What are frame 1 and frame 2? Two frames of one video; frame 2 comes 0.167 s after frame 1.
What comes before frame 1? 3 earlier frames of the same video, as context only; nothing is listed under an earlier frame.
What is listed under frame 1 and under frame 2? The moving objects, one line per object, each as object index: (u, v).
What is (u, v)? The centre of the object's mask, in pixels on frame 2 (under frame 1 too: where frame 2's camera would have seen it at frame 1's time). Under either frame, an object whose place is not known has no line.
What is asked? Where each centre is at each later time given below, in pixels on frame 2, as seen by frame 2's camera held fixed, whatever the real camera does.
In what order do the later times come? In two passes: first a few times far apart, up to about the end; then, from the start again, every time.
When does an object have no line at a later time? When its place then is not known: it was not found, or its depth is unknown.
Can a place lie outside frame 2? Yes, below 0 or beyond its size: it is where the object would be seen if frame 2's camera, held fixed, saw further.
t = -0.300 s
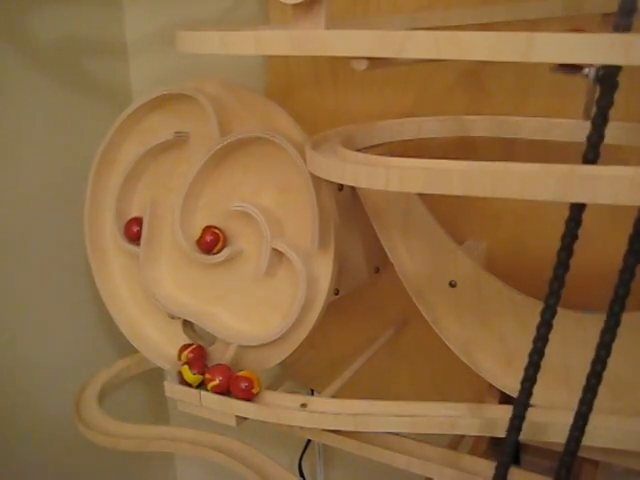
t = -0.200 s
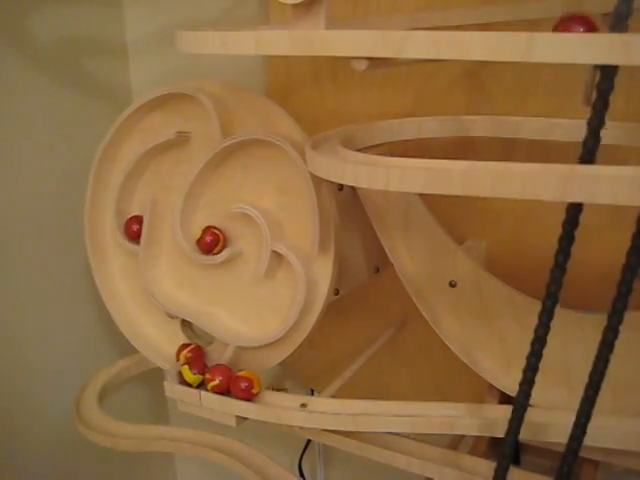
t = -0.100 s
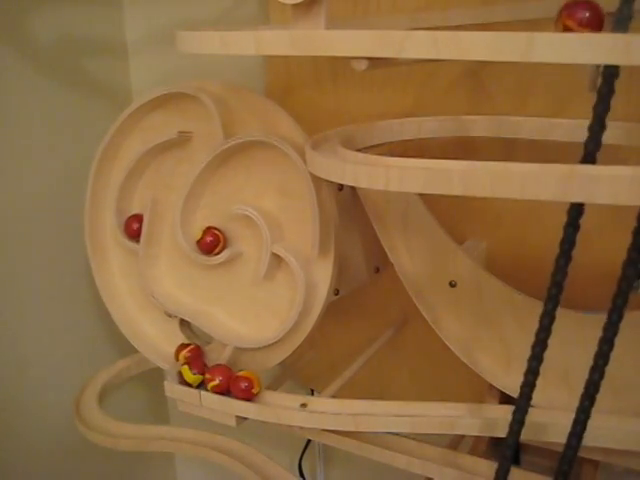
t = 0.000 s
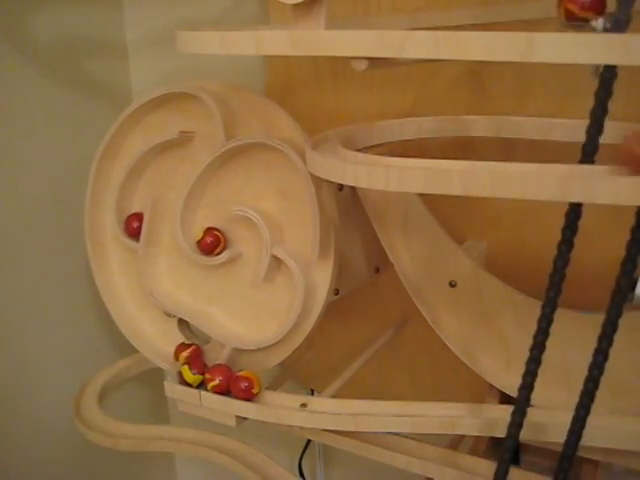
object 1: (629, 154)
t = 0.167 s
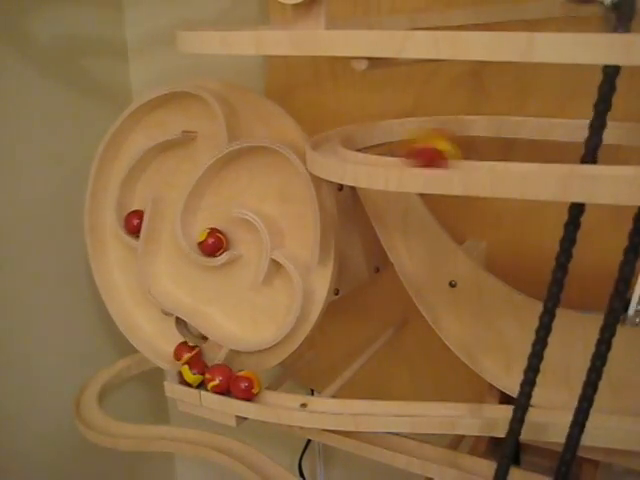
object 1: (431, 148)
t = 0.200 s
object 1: (397, 146)
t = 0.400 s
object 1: (331, 125)
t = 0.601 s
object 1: (445, 107)
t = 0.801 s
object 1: (580, 110)
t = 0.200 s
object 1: (397, 146)
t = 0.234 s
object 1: (362, 144)
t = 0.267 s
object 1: (342, 140)
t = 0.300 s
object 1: (328, 137)
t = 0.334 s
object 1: (322, 132)
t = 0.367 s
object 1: (324, 130)
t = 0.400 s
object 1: (331, 125)
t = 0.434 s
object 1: (343, 120)
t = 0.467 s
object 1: (361, 116)
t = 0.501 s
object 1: (380, 112)
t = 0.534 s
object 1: (402, 110)
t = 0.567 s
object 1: (425, 108)
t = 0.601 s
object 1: (445, 107)
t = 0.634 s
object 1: (470, 106)
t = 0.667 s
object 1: (496, 106)
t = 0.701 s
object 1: (518, 109)
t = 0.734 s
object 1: (542, 109)
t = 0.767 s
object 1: (565, 110)
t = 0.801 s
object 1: (580, 110)
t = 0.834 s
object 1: (624, 113)
